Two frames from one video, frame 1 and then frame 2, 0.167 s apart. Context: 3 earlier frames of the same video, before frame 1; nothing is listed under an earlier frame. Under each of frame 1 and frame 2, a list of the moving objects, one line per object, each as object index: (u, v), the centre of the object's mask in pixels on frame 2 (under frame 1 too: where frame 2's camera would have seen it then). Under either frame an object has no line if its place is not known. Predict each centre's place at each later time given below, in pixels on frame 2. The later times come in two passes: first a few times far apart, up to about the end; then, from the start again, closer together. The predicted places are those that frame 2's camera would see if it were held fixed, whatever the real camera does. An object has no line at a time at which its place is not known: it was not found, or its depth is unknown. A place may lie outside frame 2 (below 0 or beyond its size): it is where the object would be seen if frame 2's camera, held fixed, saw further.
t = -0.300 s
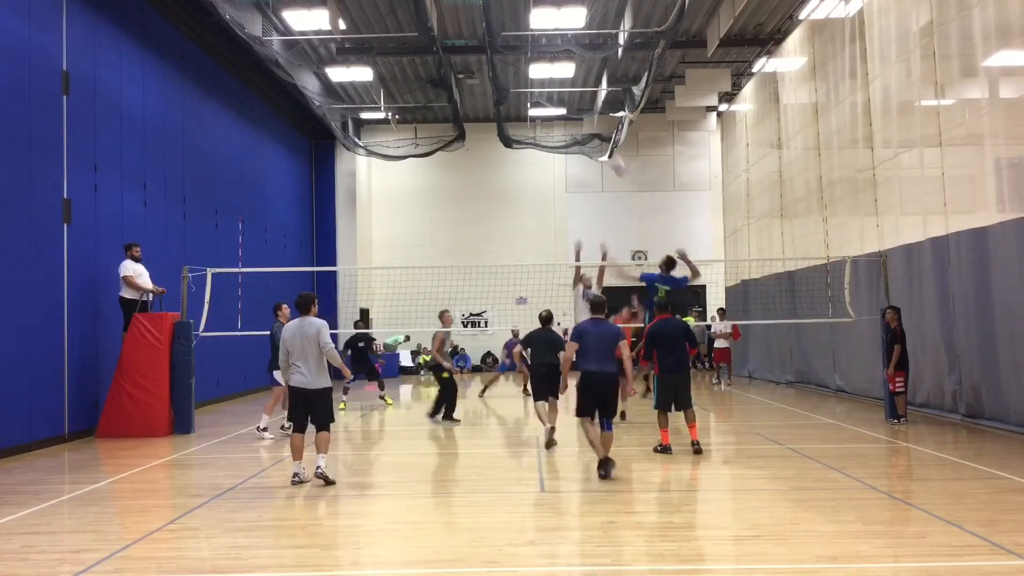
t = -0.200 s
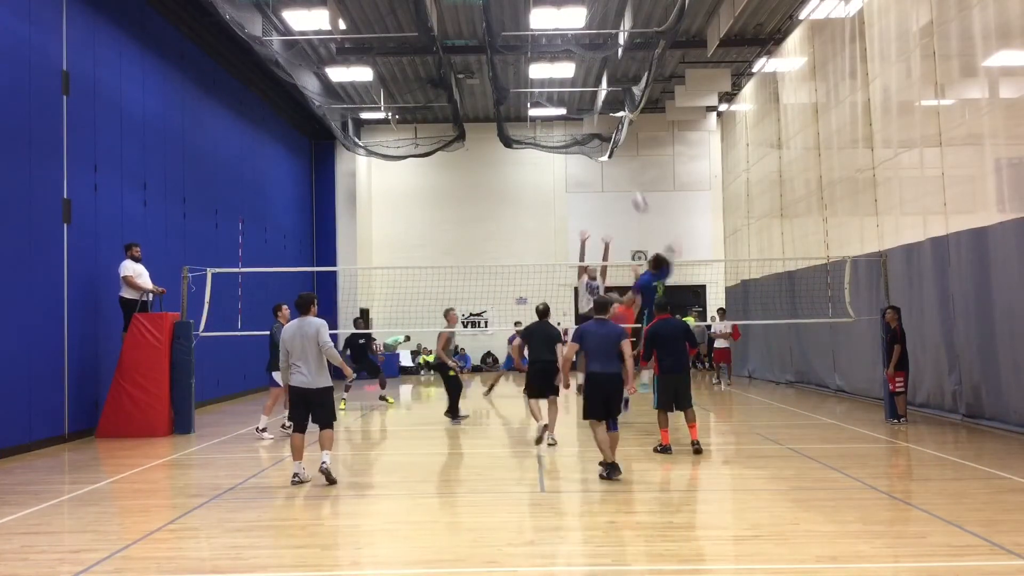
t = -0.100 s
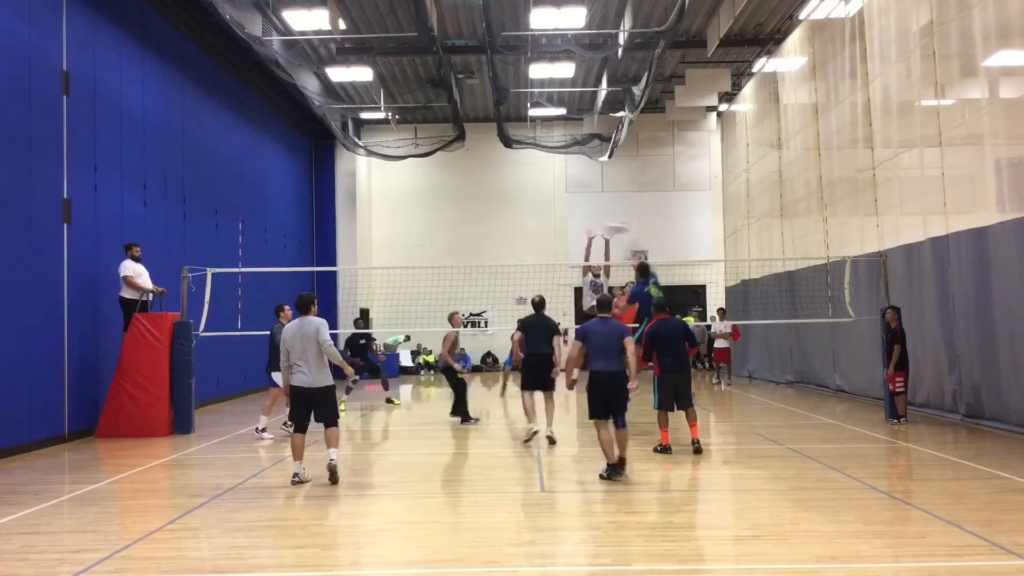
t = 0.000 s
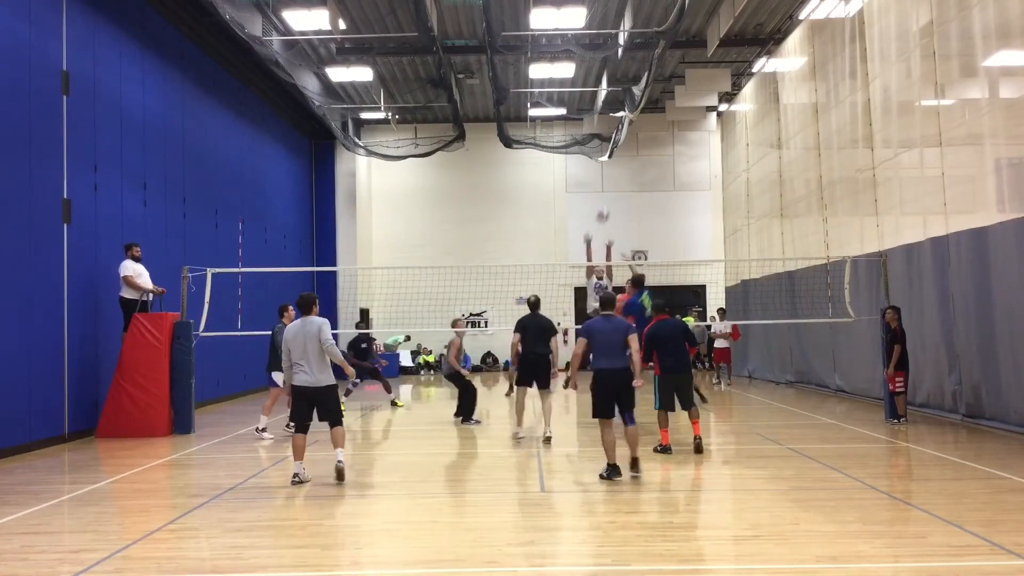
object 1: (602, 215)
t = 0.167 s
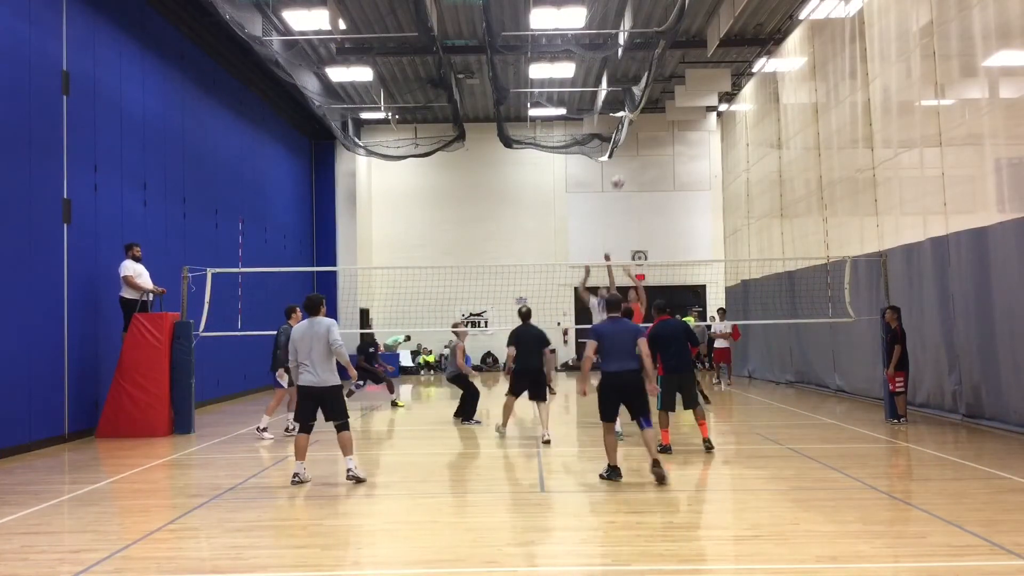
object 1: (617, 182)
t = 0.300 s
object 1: (629, 170)
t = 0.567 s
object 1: (650, 177)
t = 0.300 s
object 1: (629, 170)
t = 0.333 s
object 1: (631, 169)
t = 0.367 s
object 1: (634, 168)
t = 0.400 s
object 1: (637, 168)
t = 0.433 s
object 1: (639, 169)
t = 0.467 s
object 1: (642, 169)
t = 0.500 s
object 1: (644, 172)
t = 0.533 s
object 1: (647, 174)
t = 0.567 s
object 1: (650, 177)
